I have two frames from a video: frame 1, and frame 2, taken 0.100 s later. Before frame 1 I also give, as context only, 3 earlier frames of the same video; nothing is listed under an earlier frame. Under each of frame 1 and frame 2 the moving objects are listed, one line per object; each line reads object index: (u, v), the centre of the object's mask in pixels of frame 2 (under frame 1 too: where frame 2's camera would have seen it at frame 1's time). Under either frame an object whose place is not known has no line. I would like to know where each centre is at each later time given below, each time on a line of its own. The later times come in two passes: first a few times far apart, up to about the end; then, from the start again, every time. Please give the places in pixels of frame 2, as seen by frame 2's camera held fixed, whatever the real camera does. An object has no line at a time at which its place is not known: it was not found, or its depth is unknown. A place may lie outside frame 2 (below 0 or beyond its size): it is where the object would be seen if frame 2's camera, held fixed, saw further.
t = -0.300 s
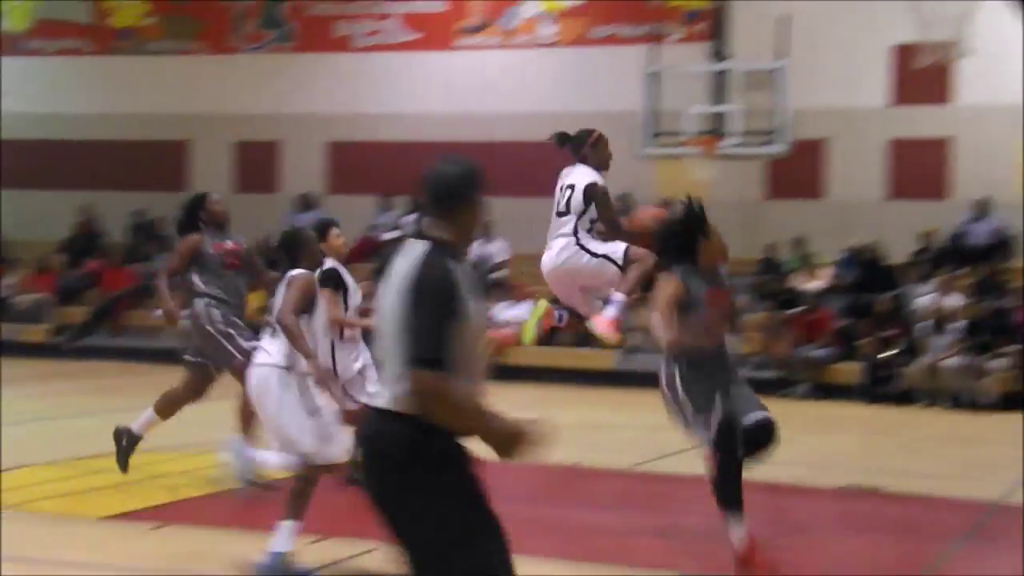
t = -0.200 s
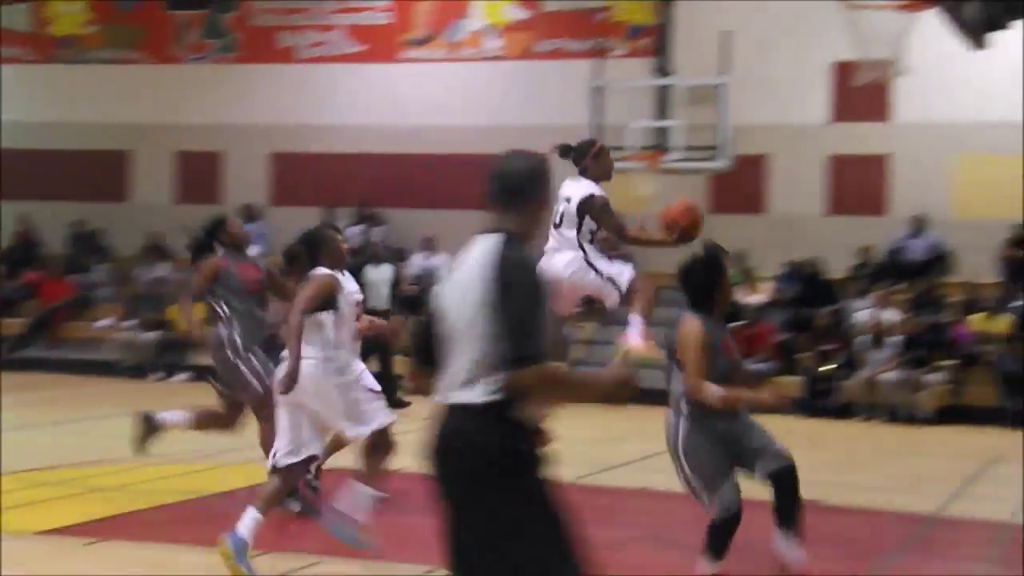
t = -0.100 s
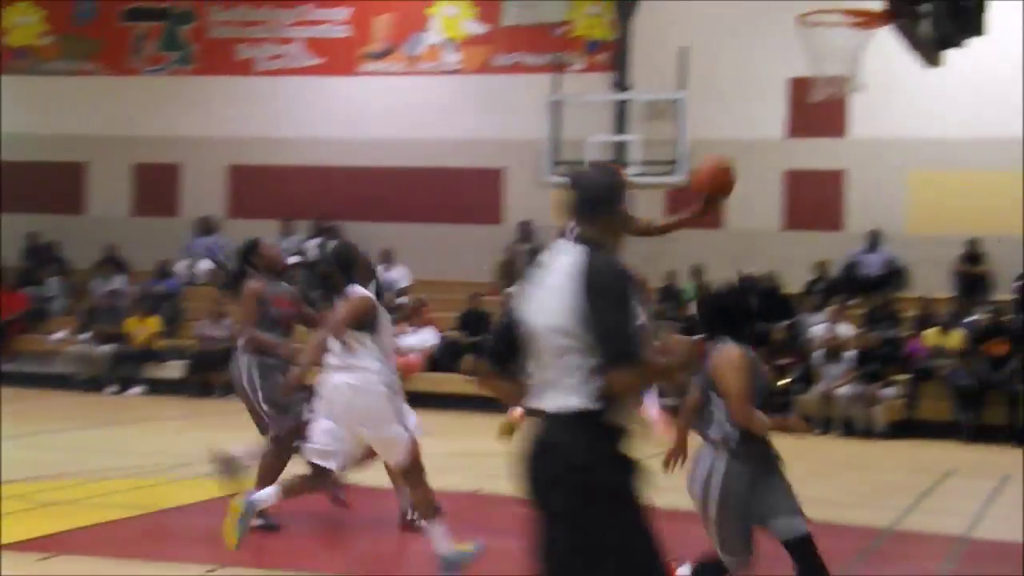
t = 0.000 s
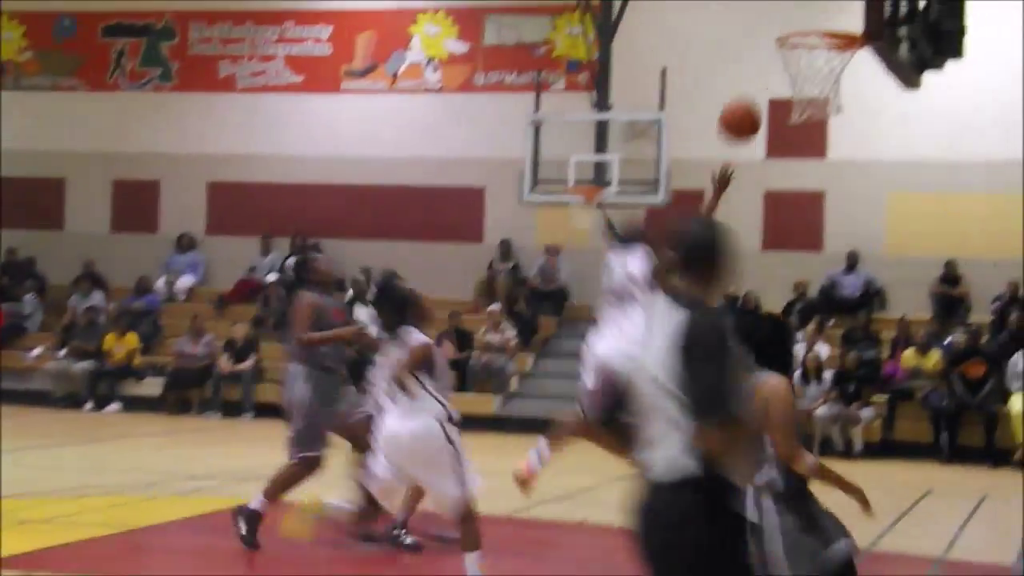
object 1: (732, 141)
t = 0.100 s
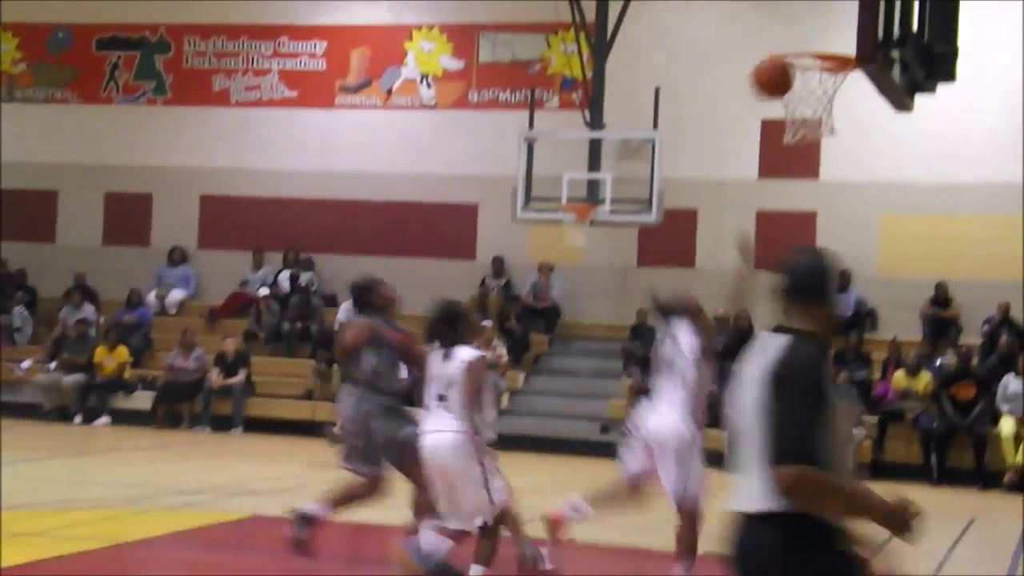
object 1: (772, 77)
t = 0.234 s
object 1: (822, 22)
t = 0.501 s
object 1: (819, 8)
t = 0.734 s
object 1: (808, 59)
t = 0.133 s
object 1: (785, 60)
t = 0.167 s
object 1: (798, 45)
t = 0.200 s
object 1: (810, 33)
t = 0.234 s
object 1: (822, 22)
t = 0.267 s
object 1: (835, 13)
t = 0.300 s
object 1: (844, 8)
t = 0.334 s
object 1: (849, 4)
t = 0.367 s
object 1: (846, 1)
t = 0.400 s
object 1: (841, -1)
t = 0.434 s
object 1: (834, 0)
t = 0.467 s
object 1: (826, 2)
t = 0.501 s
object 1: (819, 8)
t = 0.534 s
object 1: (811, 14)
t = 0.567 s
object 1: (804, 23)
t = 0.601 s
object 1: (796, 34)
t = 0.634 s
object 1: (789, 42)
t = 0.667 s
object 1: (796, 43)
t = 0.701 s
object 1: (803, 45)
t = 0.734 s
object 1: (808, 59)
